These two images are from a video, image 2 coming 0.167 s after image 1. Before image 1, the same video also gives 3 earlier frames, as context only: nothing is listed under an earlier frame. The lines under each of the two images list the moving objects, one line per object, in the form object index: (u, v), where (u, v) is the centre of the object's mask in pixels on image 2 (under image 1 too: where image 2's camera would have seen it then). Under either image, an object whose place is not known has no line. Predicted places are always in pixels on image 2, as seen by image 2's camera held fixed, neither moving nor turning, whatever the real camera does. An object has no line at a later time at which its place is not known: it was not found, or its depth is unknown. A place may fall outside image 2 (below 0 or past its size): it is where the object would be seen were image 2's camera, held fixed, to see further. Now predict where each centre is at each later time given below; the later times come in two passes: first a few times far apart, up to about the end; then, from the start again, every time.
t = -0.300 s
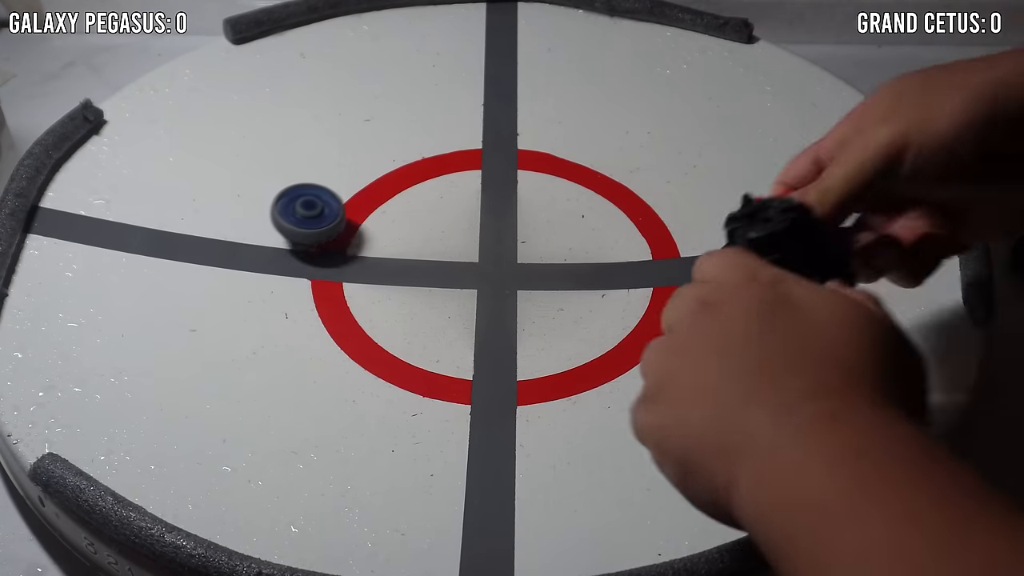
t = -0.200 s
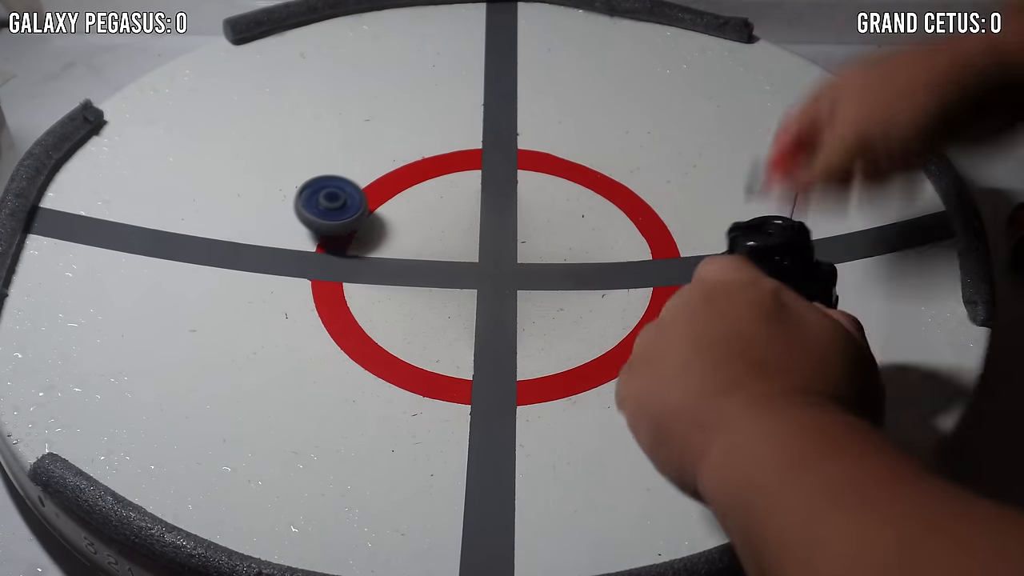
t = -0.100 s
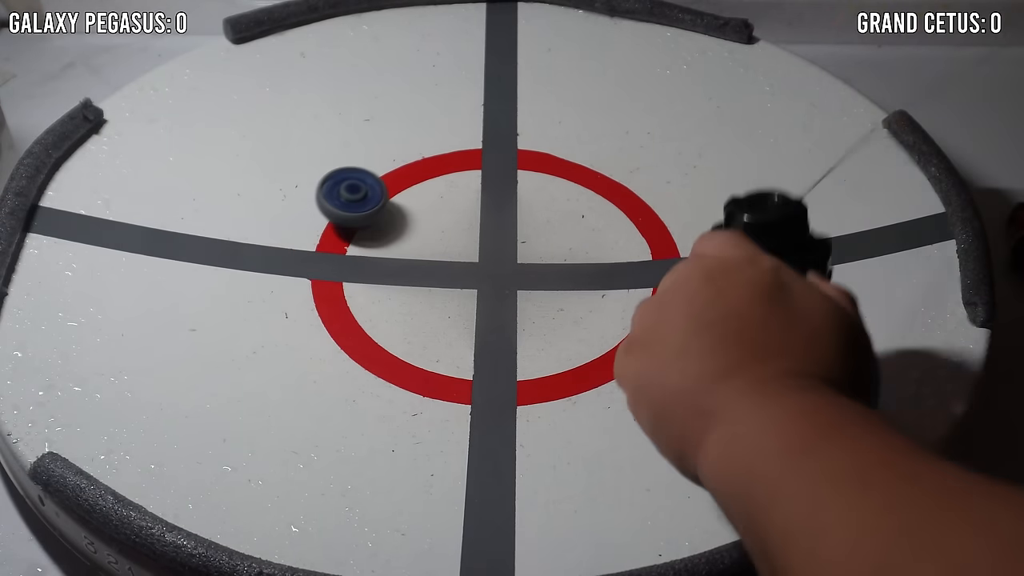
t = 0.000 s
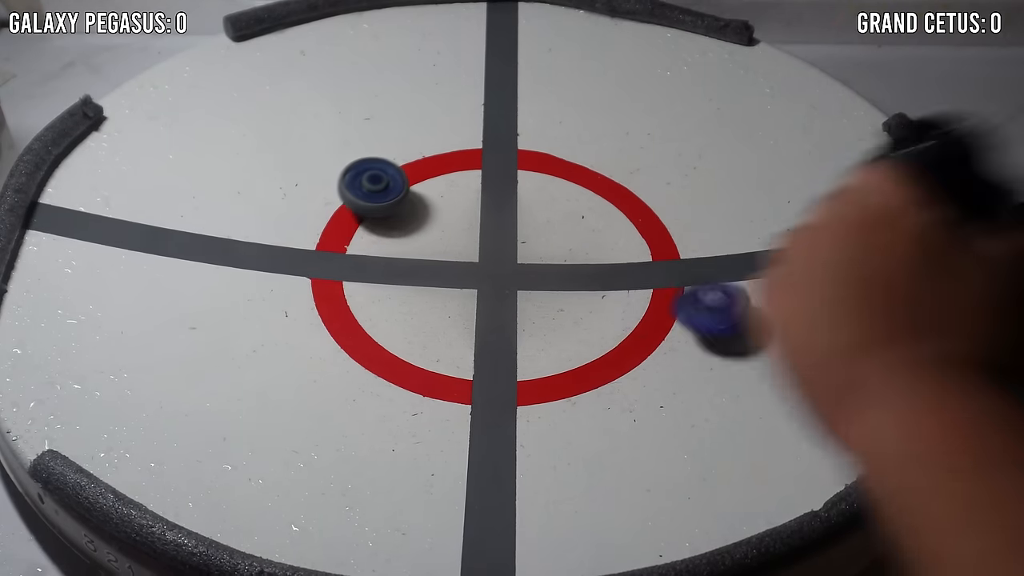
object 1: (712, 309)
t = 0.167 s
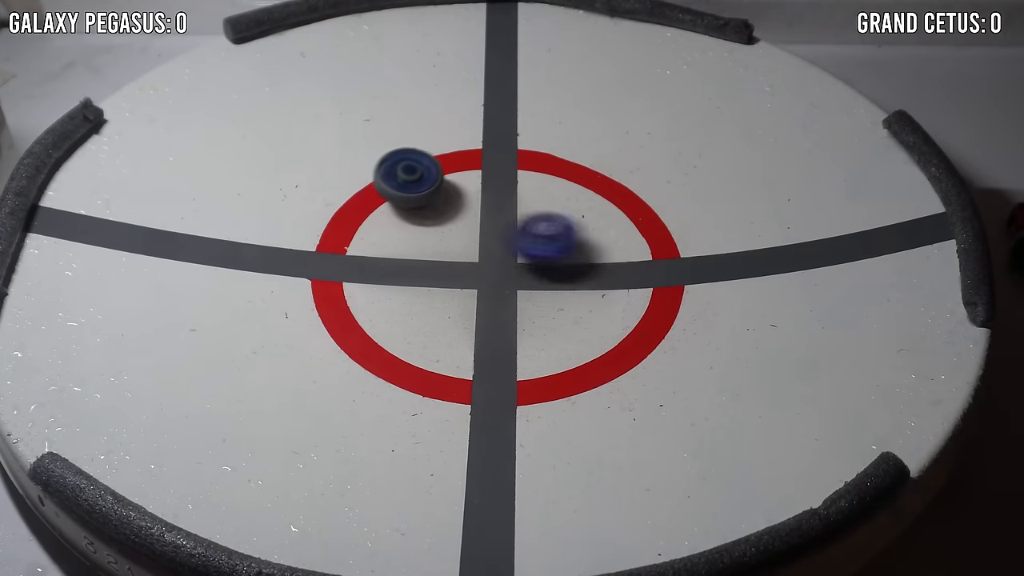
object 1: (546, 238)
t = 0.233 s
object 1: (453, 236)
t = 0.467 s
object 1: (136, 320)
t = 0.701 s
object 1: (116, 448)
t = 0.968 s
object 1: (424, 335)
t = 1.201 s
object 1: (395, 189)
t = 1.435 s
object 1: (190, 110)
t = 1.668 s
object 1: (88, 235)
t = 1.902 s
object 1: (408, 349)
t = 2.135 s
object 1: (424, 386)
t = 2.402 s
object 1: (245, 439)
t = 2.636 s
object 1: (461, 436)
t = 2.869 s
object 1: (642, 311)
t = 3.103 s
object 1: (574, 180)
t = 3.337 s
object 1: (390, 161)
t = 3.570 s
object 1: (332, 249)
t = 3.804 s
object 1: (434, 289)
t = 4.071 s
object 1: (551, 252)
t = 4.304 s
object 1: (543, 190)
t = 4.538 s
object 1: (462, 180)
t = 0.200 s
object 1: (499, 234)
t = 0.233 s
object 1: (453, 236)
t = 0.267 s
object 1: (404, 237)
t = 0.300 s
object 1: (353, 243)
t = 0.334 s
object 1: (307, 253)
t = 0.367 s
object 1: (259, 266)
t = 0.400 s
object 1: (214, 283)
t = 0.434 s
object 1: (173, 301)
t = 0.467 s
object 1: (136, 320)
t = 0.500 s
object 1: (99, 343)
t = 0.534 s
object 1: (71, 370)
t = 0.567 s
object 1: (51, 395)
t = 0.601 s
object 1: (45, 424)
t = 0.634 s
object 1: (48, 444)
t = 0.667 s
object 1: (71, 460)
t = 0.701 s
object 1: (116, 448)
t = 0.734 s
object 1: (170, 446)
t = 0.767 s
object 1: (221, 436)
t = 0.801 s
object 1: (270, 426)
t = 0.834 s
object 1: (313, 414)
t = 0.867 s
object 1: (351, 397)
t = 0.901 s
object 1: (381, 379)
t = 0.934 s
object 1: (405, 359)
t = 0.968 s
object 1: (424, 335)
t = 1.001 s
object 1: (436, 314)
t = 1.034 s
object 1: (443, 291)
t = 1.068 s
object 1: (443, 270)
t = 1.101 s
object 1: (439, 251)
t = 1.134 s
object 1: (429, 228)
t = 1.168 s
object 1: (414, 208)
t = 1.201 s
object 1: (395, 189)
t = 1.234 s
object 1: (374, 172)
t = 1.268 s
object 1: (347, 158)
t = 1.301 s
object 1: (318, 143)
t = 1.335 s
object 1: (287, 132)
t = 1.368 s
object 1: (255, 122)
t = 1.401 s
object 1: (223, 114)
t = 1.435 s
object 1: (190, 110)
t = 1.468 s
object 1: (158, 111)
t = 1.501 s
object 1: (124, 112)
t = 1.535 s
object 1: (96, 116)
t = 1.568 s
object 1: (80, 131)
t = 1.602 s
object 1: (72, 165)
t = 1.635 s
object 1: (74, 202)
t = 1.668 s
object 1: (88, 235)
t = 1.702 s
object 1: (113, 267)
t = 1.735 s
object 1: (147, 295)
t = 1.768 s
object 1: (191, 318)
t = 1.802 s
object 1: (243, 335)
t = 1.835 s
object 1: (301, 348)
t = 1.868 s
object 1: (353, 348)
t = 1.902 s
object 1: (408, 349)
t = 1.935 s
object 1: (467, 343)
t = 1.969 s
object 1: (516, 335)
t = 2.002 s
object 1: (569, 322)
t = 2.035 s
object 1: (590, 313)
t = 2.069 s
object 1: (530, 339)
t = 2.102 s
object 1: (480, 363)
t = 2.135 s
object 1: (424, 386)
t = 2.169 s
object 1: (377, 402)
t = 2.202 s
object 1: (334, 415)
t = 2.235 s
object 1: (297, 424)
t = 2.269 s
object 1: (269, 431)
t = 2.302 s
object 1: (251, 438)
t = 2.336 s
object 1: (240, 441)
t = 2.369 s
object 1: (239, 439)
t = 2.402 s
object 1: (245, 439)
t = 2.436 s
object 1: (259, 439)
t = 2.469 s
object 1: (280, 439)
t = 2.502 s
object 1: (306, 439)
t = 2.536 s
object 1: (338, 442)
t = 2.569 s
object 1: (373, 442)
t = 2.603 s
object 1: (414, 441)
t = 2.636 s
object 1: (461, 436)
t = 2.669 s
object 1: (502, 426)
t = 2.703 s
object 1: (538, 411)
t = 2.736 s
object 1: (571, 392)
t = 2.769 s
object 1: (600, 376)
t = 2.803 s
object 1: (621, 357)
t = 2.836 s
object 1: (635, 334)
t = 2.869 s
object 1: (642, 311)
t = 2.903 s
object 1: (644, 288)
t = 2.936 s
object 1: (640, 264)
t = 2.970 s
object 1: (635, 241)
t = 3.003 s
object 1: (624, 229)
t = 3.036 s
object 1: (611, 210)
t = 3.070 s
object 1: (595, 194)
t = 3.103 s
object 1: (574, 180)
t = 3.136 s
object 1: (551, 168)
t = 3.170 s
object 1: (523, 159)
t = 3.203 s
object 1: (498, 154)
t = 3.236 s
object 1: (472, 150)
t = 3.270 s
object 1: (441, 151)
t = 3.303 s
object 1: (415, 156)
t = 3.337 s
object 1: (390, 161)
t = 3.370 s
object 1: (367, 169)
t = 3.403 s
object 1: (351, 180)
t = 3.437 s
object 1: (338, 193)
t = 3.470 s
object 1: (327, 205)
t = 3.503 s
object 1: (324, 222)
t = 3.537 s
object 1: (326, 237)
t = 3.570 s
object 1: (332, 249)
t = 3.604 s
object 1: (341, 258)
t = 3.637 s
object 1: (354, 265)
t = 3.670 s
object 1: (371, 274)
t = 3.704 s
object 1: (386, 276)
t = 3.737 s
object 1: (402, 282)
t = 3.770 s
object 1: (418, 287)
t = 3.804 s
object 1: (434, 289)
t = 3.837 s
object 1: (450, 291)
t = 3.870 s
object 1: (467, 289)
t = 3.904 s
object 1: (485, 289)
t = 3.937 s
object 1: (502, 284)
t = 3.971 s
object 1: (517, 278)
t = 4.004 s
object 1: (530, 269)
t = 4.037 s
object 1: (543, 262)
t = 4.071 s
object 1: (551, 252)
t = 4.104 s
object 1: (557, 244)
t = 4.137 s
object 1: (558, 235)
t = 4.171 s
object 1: (559, 226)
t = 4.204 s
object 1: (558, 214)
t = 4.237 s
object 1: (556, 205)
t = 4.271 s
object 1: (550, 197)
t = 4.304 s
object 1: (543, 190)
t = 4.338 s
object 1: (534, 183)
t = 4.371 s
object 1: (524, 180)
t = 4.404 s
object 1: (512, 177)
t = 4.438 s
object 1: (499, 175)
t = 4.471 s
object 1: (487, 174)
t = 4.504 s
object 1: (475, 176)
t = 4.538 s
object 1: (462, 180)
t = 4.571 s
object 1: (451, 185)
